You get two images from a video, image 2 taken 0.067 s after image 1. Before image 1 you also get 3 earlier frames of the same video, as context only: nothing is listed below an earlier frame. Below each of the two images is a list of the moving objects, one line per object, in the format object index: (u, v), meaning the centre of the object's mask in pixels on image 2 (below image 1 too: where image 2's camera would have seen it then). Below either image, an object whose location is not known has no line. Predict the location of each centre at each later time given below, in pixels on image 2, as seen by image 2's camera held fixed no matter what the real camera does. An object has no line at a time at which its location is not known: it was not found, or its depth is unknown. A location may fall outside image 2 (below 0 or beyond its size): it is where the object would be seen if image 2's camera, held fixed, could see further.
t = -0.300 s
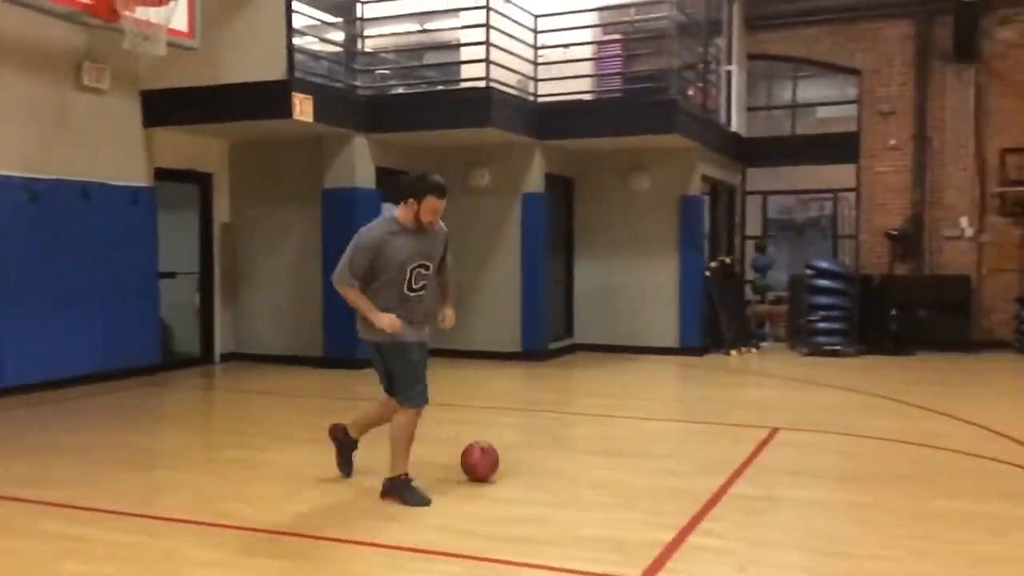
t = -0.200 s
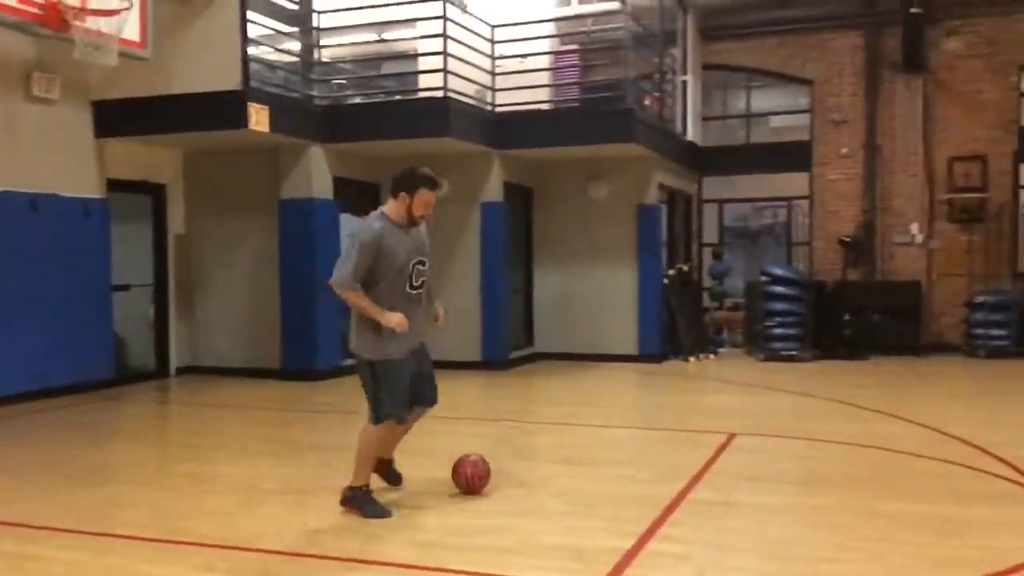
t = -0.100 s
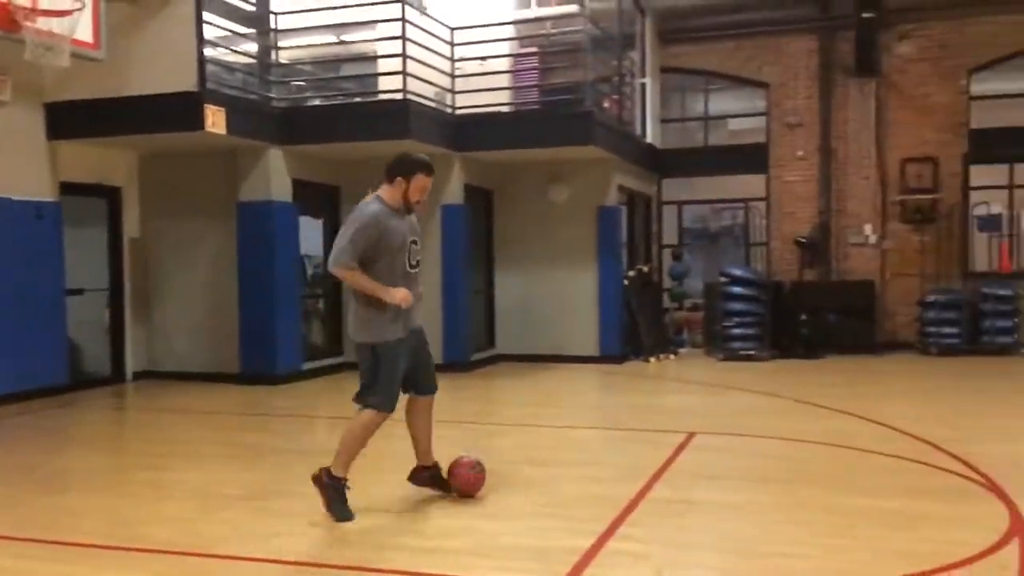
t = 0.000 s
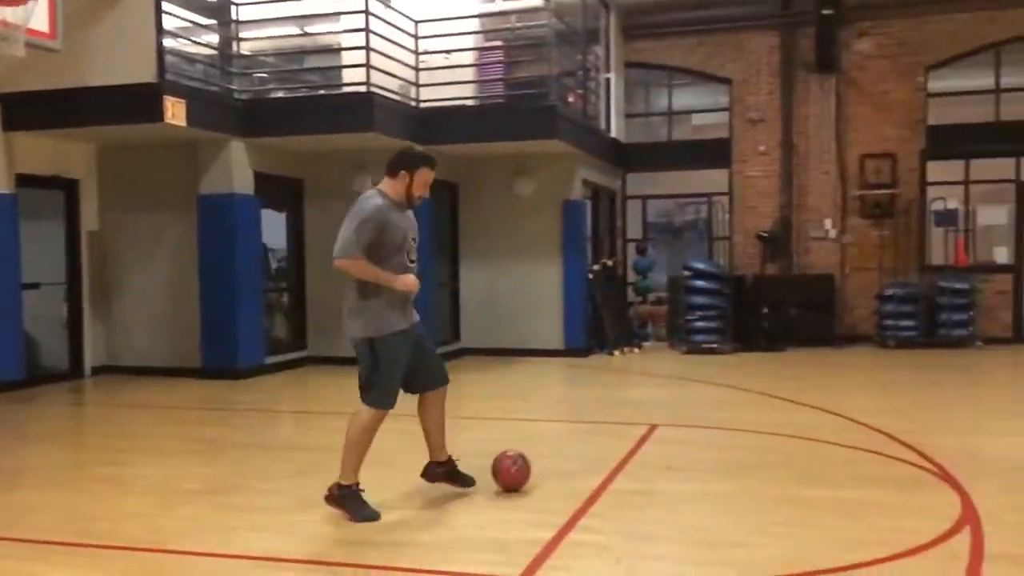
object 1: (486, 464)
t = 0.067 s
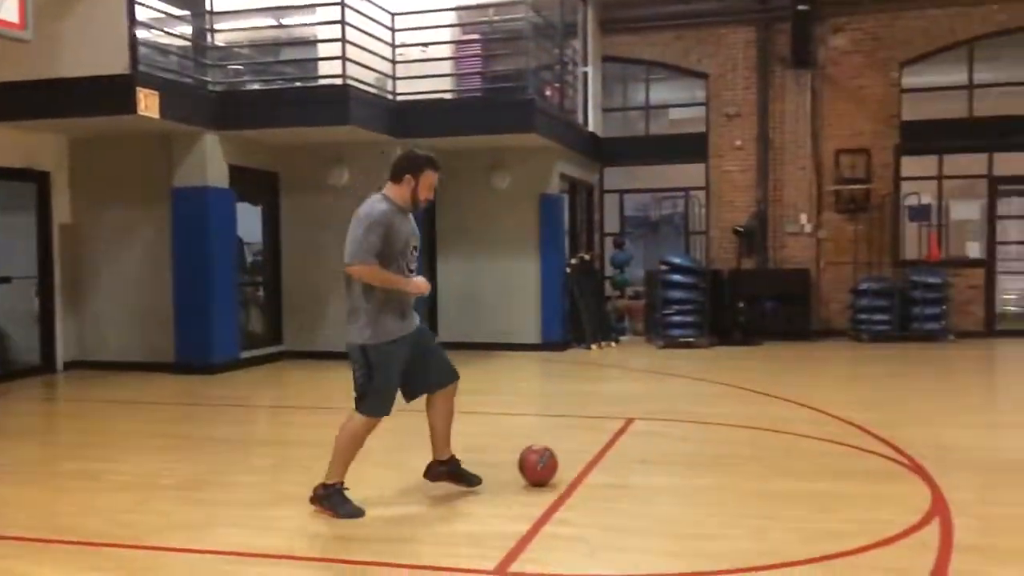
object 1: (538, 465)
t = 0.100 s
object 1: (562, 466)
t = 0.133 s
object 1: (585, 465)
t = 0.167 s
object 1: (607, 465)
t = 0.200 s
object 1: (629, 465)
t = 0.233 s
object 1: (651, 465)
